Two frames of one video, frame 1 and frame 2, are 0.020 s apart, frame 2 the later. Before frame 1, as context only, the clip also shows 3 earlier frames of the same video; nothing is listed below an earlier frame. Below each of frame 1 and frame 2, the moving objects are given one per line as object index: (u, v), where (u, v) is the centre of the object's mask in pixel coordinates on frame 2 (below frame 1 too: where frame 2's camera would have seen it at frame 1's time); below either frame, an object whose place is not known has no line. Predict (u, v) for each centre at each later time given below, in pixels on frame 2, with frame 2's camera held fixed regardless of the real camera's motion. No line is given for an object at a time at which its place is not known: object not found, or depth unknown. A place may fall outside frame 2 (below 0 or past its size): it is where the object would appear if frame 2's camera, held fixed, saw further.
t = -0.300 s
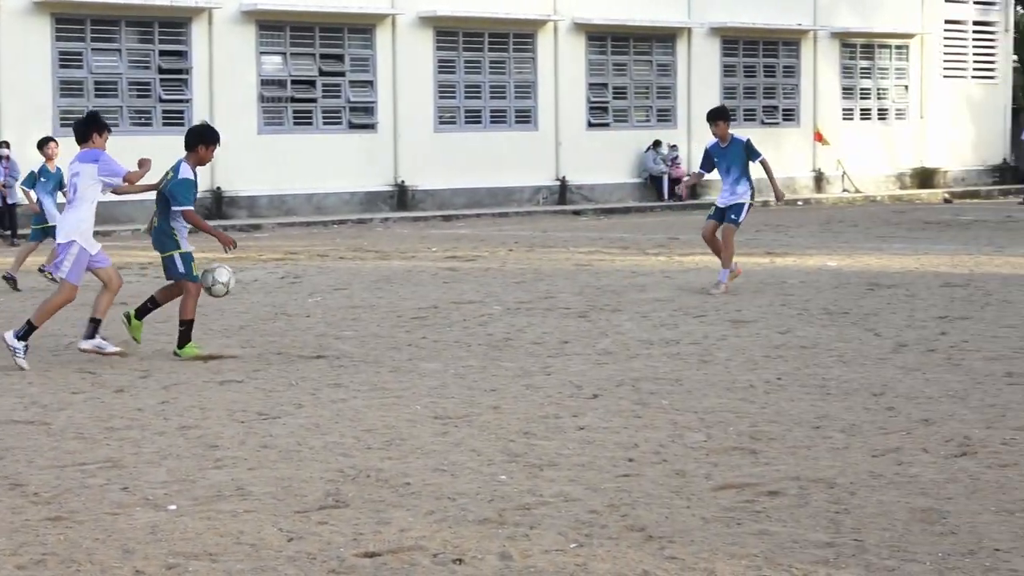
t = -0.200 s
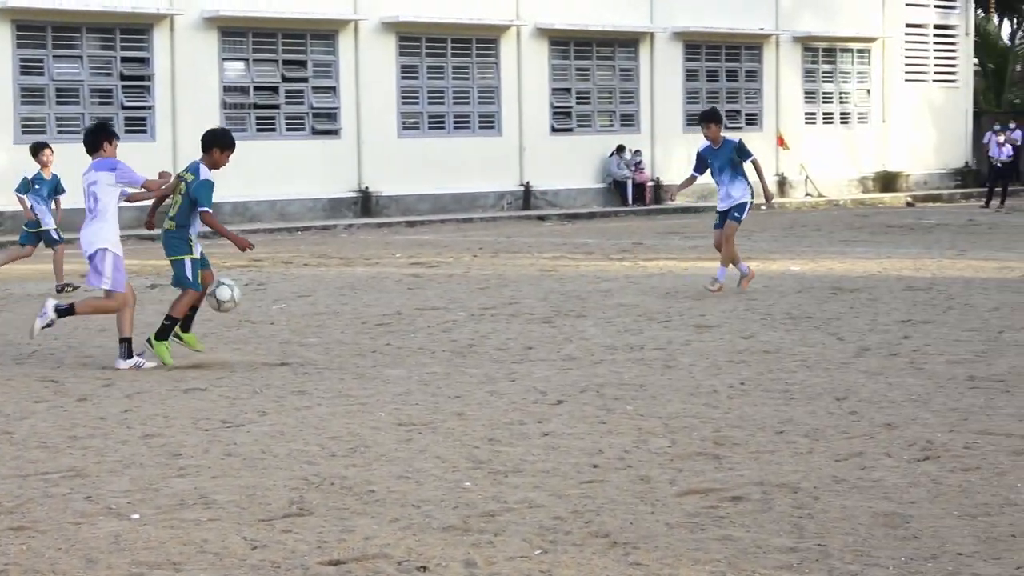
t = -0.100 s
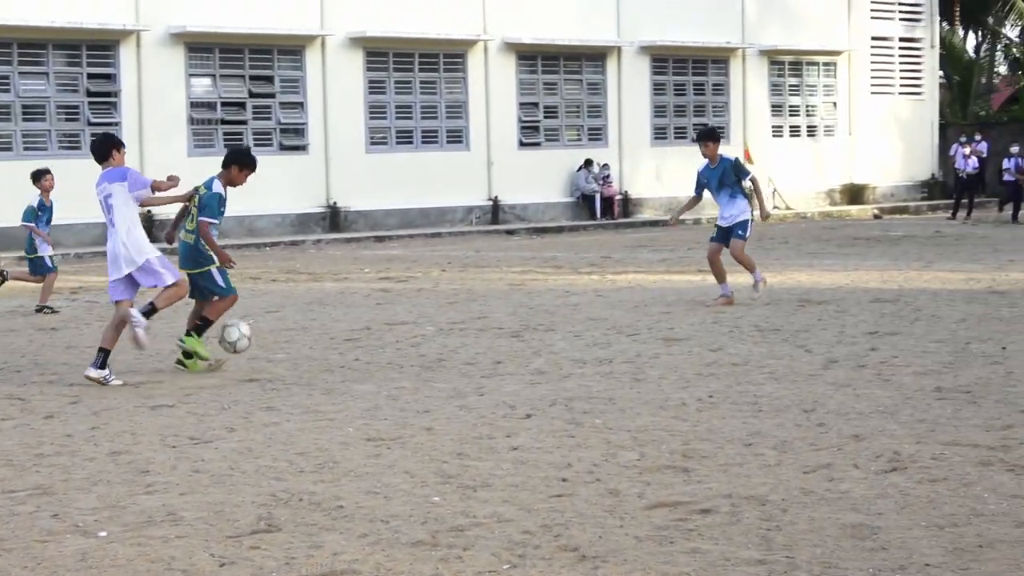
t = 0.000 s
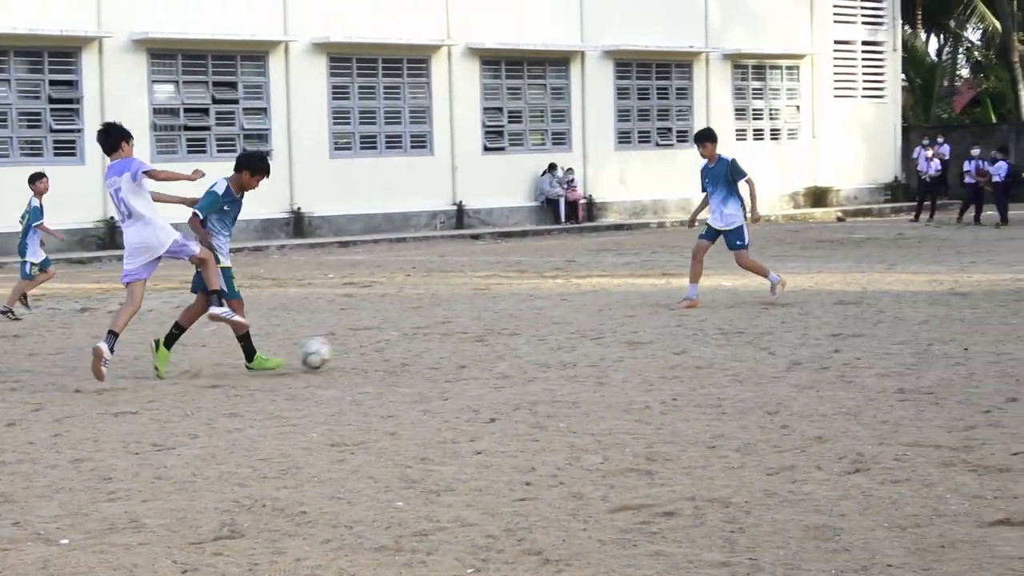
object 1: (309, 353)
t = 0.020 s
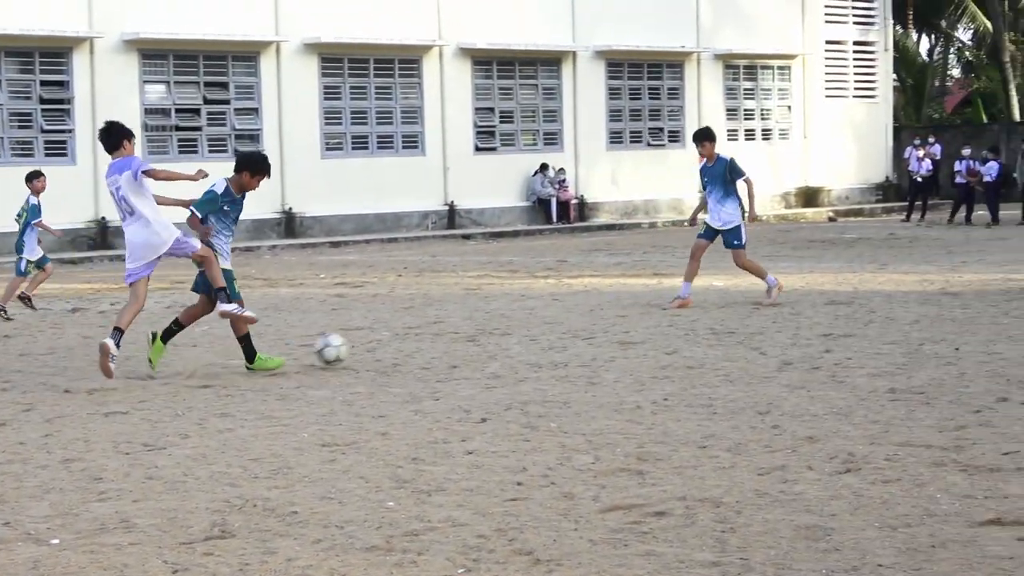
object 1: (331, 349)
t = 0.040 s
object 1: (356, 346)
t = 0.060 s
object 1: (379, 344)
